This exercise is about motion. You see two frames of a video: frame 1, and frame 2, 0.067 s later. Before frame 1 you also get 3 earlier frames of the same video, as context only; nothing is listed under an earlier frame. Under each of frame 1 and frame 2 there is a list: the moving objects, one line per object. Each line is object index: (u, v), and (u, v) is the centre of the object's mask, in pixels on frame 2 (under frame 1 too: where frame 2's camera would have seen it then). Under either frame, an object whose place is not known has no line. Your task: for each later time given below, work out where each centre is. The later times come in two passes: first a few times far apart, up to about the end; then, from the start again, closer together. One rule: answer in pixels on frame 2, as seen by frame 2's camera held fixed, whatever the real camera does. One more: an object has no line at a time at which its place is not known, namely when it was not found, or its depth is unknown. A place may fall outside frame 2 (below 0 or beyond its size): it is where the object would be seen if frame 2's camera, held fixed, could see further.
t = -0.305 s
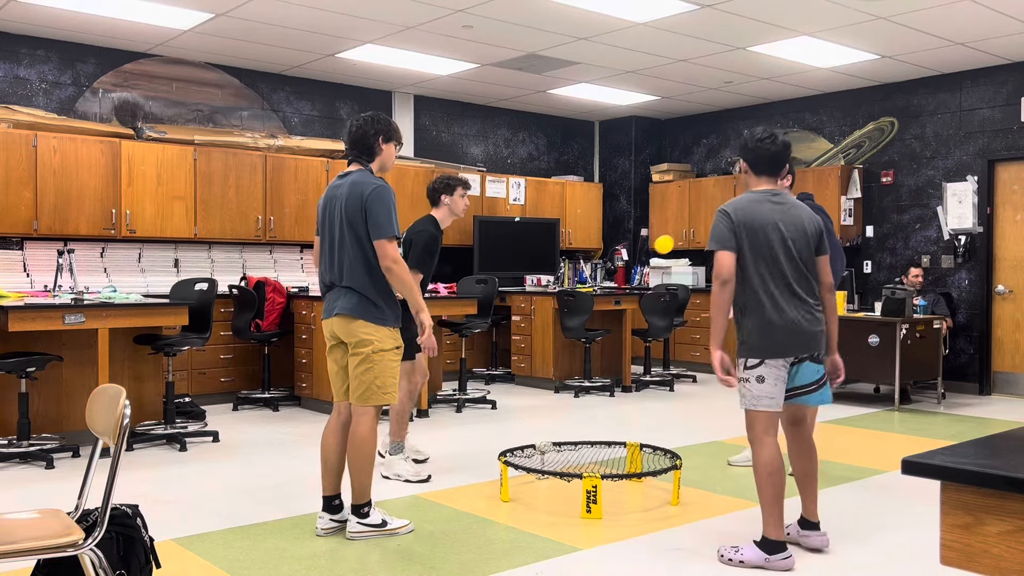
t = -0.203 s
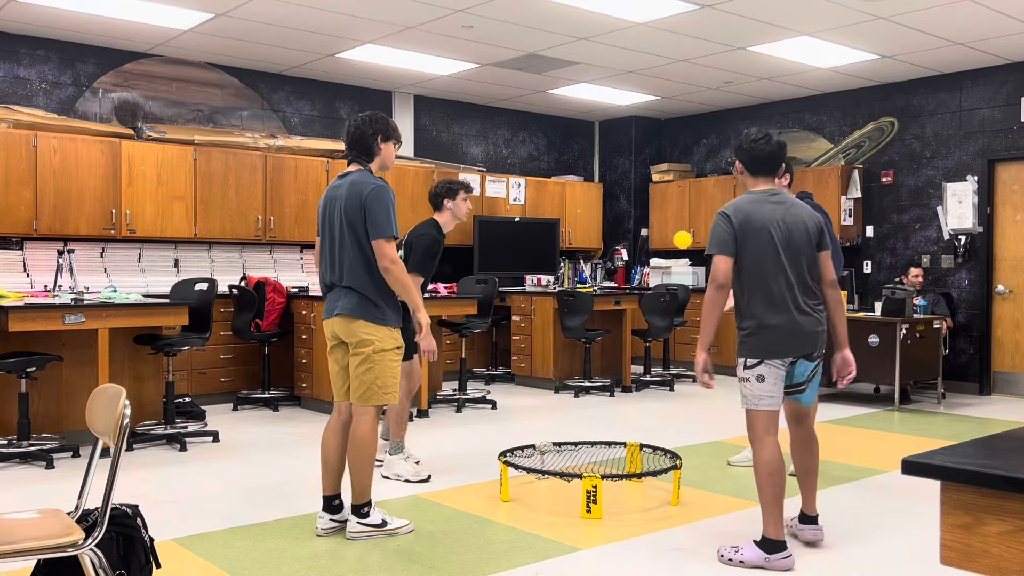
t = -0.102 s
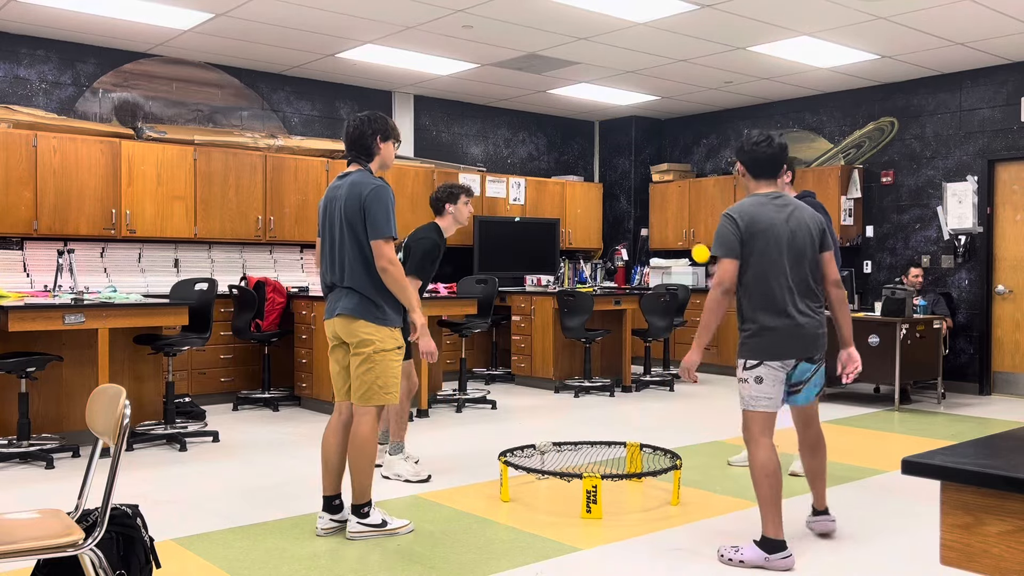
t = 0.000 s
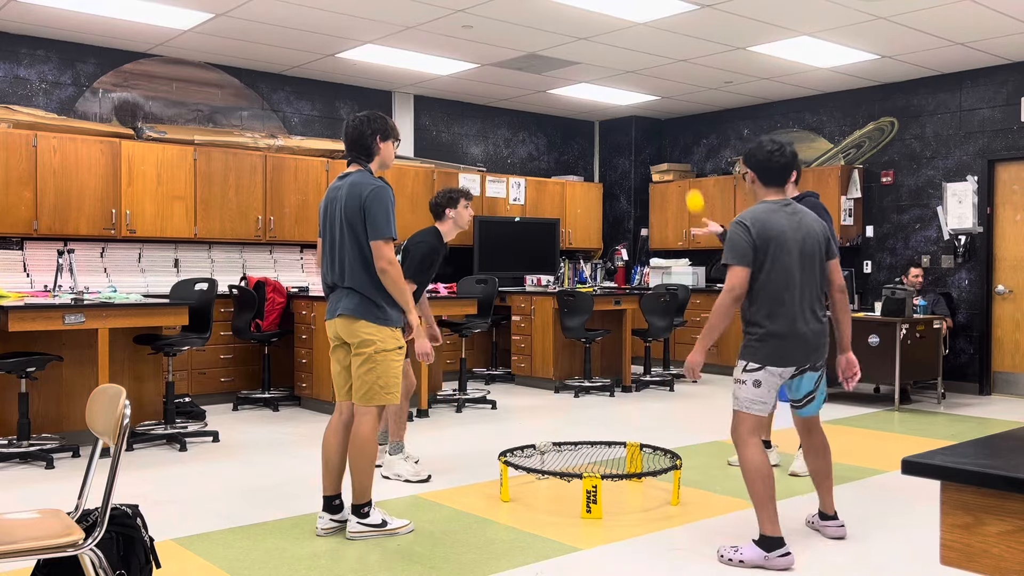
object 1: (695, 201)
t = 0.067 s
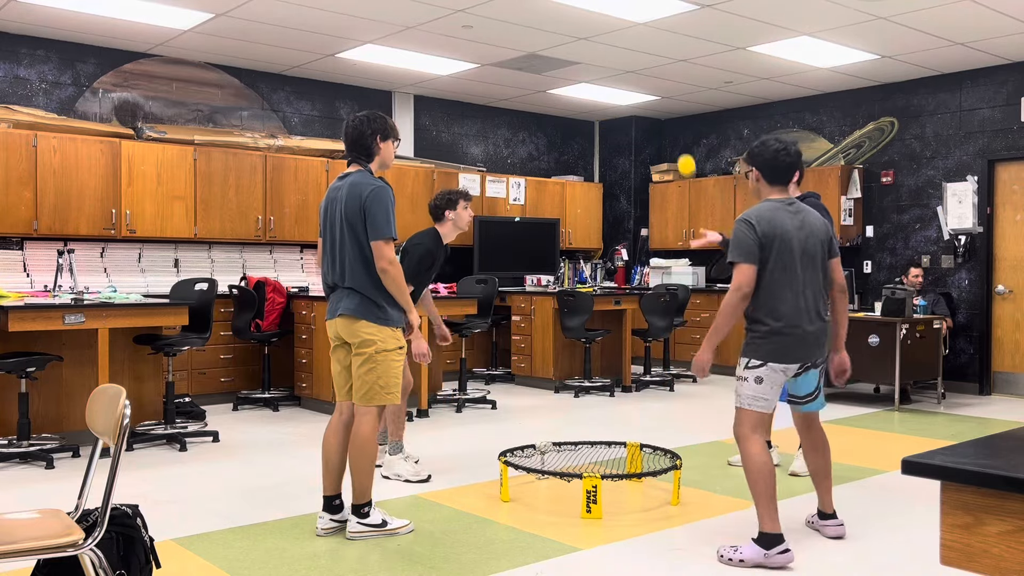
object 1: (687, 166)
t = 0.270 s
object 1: (661, 103)
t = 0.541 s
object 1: (624, 132)
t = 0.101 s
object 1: (682, 150)
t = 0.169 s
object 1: (674, 126)
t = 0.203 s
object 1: (669, 116)
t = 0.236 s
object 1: (665, 109)
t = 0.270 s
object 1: (661, 103)
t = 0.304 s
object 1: (656, 100)
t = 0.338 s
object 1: (652, 99)
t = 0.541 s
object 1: (624, 132)
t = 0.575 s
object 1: (619, 145)
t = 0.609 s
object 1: (614, 159)
